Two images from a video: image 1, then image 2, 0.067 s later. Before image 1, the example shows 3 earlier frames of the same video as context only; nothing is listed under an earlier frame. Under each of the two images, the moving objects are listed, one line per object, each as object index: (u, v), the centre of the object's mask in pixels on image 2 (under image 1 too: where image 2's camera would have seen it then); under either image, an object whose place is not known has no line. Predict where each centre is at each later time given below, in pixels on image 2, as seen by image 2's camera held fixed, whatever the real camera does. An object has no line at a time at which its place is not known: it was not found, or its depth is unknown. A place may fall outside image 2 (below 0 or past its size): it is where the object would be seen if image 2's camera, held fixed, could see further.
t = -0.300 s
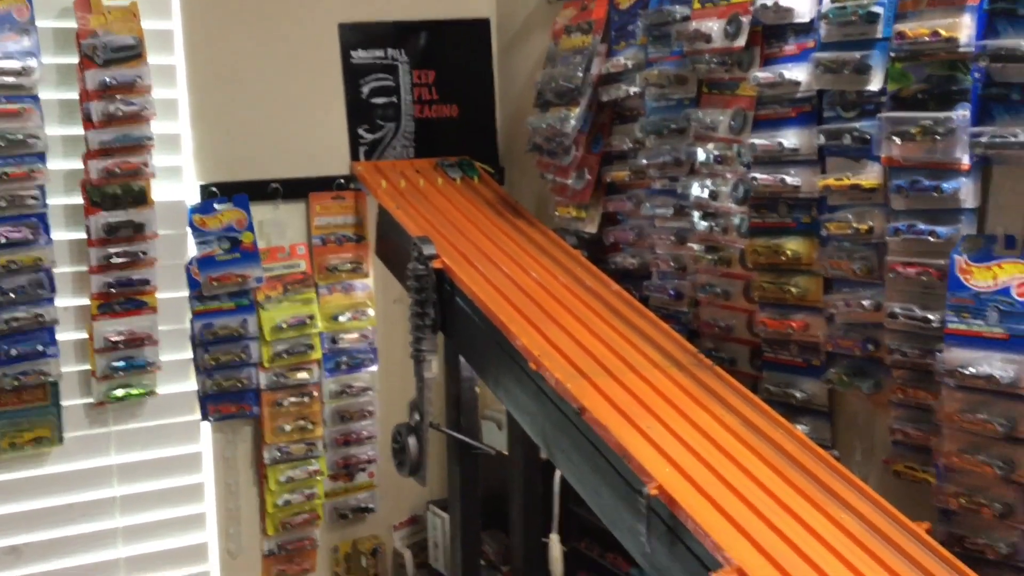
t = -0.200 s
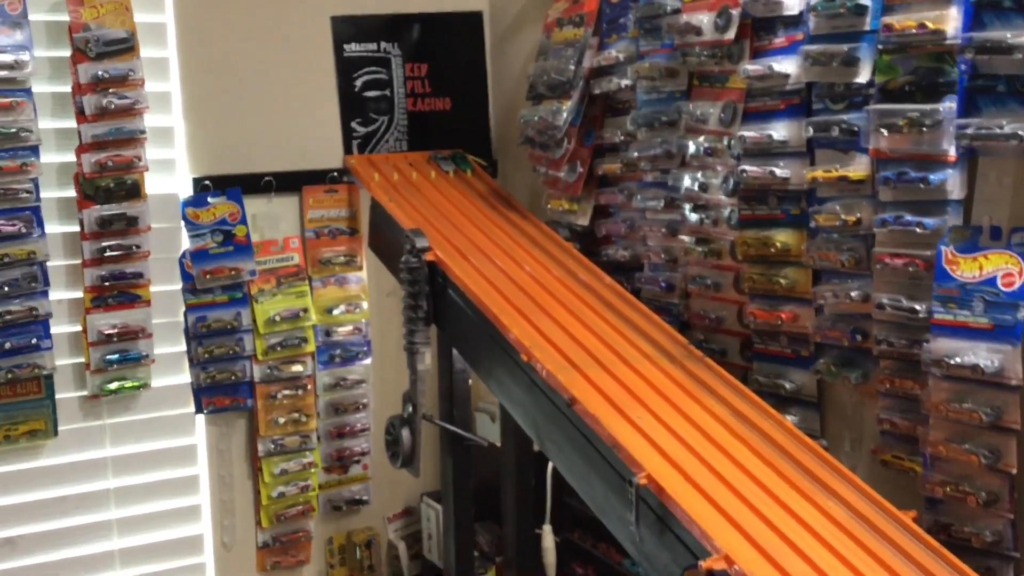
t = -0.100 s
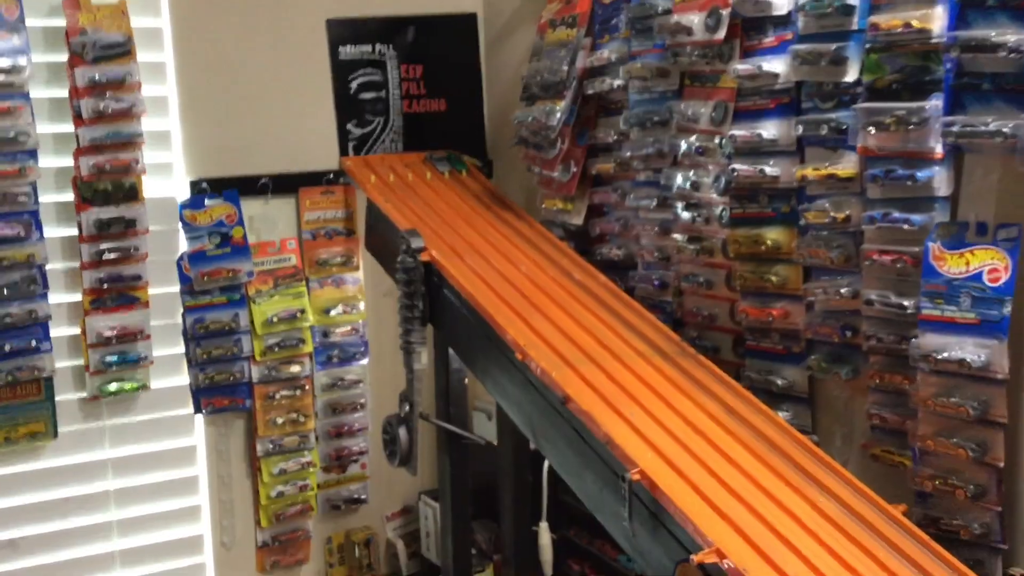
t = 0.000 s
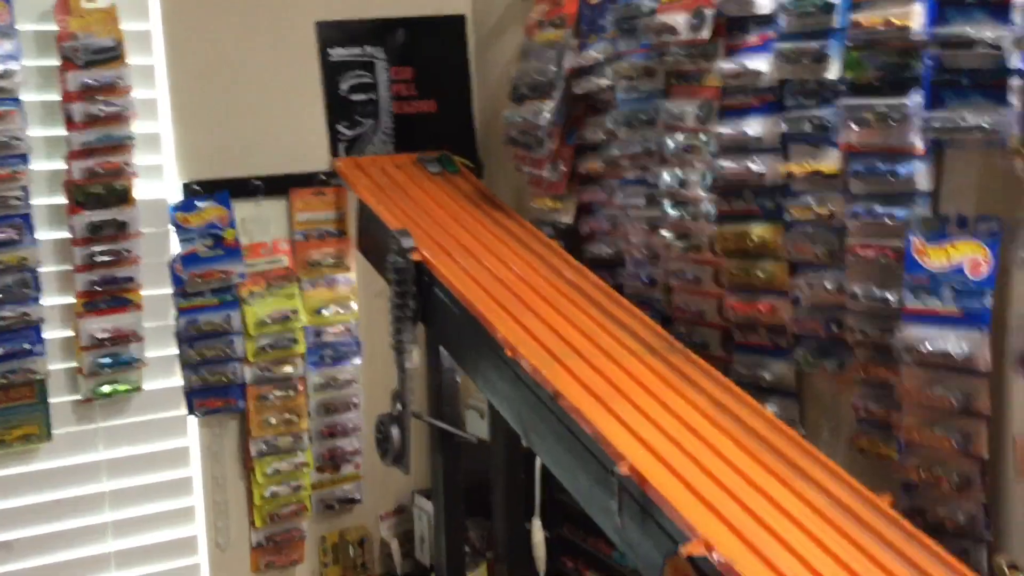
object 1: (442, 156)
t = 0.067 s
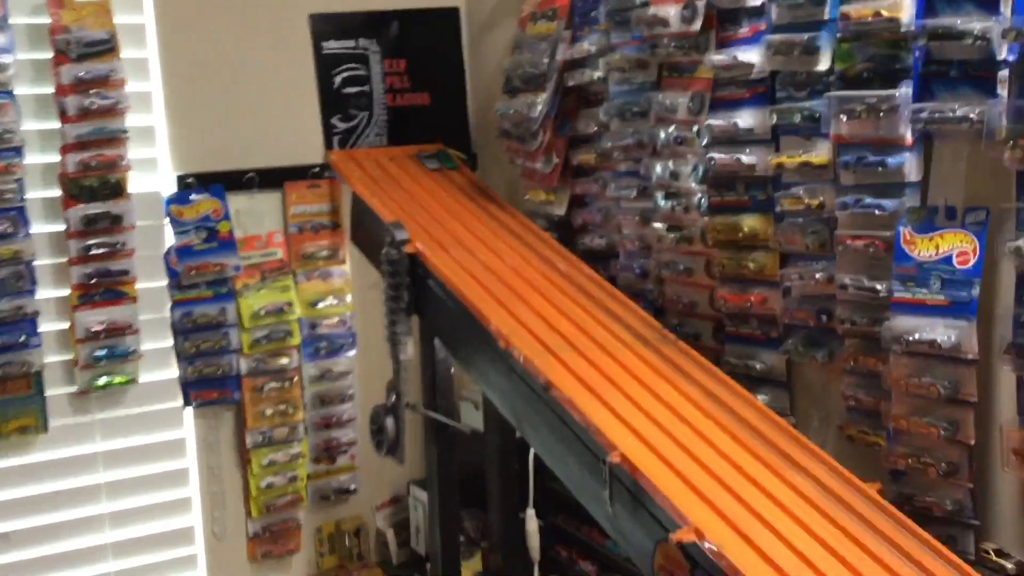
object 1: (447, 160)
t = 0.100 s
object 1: (448, 162)
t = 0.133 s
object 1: (452, 165)
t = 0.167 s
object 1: (458, 169)
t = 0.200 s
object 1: (461, 174)
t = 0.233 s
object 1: (467, 179)
